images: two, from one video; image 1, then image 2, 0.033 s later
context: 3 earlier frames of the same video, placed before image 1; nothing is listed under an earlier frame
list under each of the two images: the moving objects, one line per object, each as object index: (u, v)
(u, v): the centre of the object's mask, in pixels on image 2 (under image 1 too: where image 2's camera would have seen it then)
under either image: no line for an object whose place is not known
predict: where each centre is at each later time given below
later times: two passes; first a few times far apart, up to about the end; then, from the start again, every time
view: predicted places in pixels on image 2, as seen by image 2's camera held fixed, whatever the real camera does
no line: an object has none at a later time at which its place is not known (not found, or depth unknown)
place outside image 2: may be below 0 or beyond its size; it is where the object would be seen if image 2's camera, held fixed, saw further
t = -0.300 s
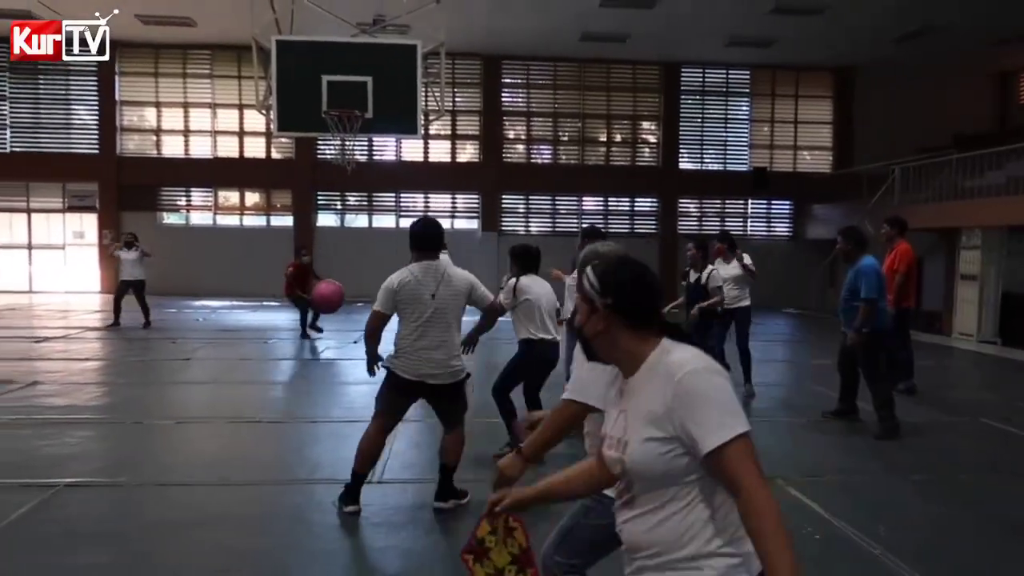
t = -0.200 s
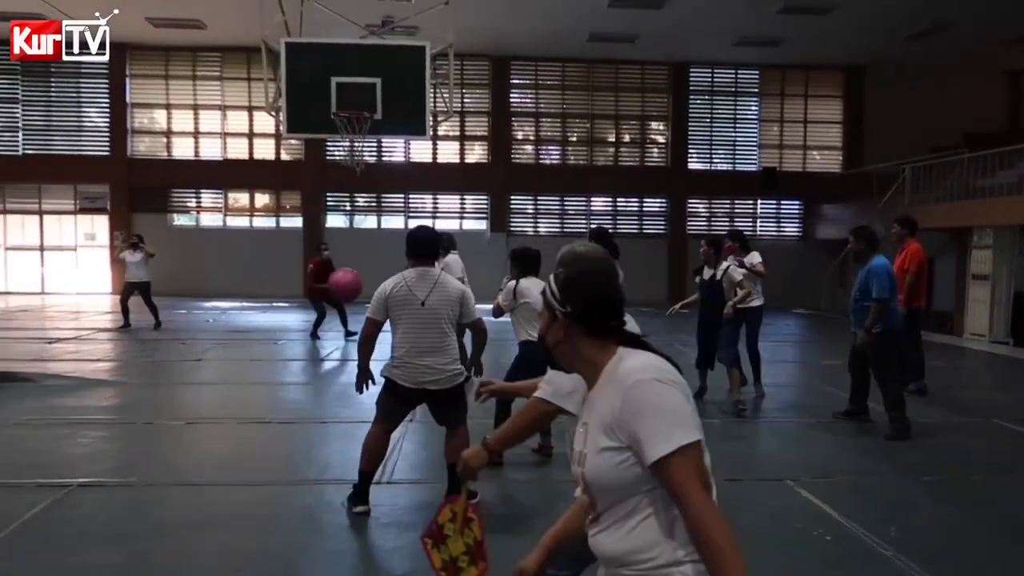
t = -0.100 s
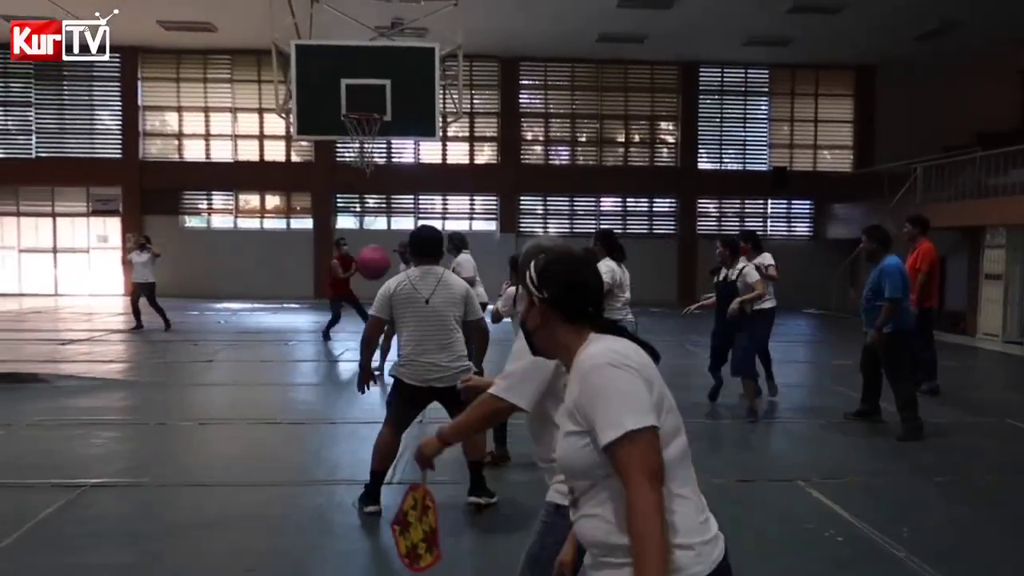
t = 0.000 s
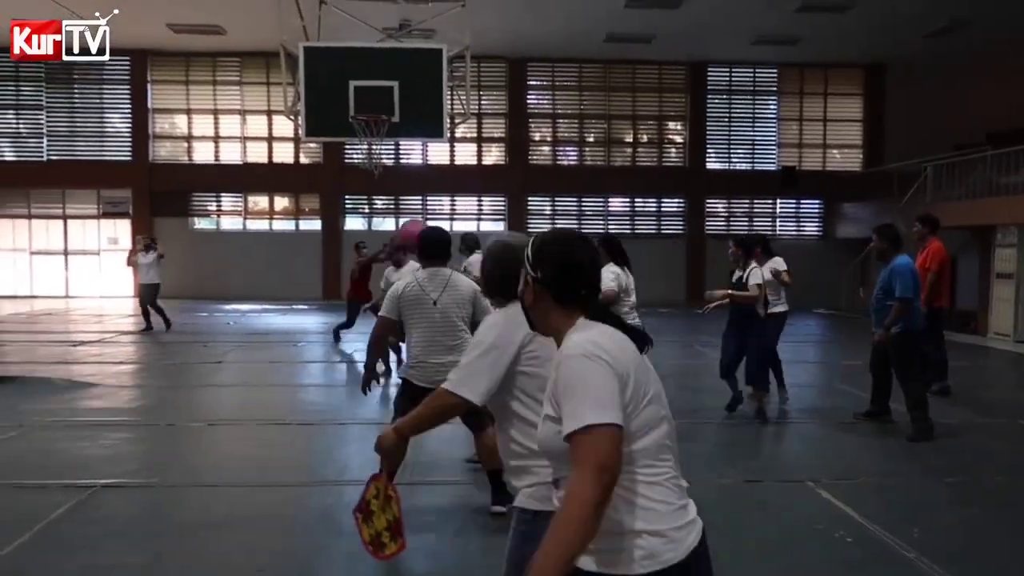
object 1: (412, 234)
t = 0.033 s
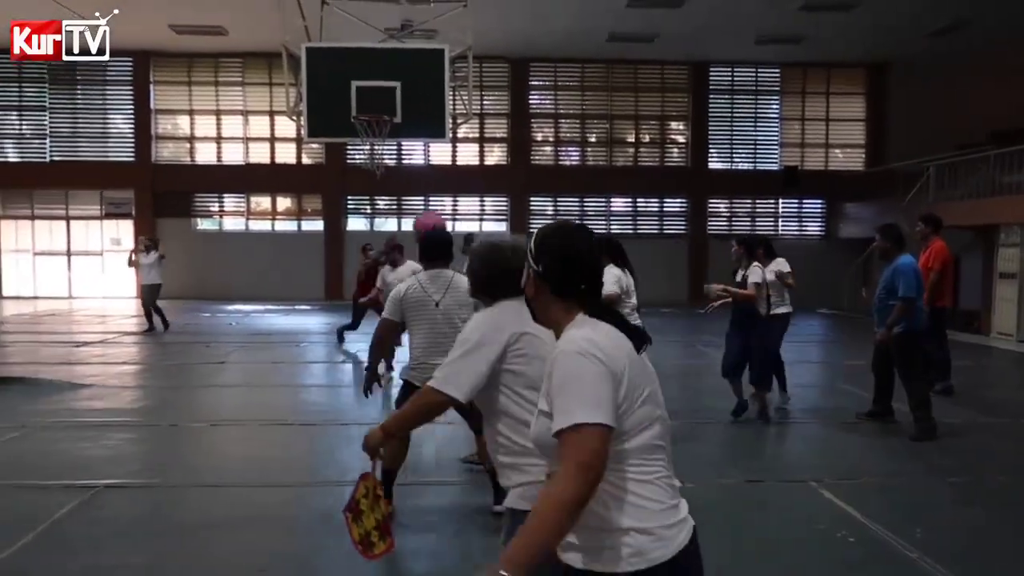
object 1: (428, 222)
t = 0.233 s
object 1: (506, 193)
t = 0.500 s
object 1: (614, 182)
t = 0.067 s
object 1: (443, 219)
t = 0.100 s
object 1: (454, 214)
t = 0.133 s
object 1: (467, 208)
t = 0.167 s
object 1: (480, 202)
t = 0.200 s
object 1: (493, 197)
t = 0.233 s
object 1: (506, 193)
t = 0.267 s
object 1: (518, 187)
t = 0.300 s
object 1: (532, 185)
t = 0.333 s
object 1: (544, 184)
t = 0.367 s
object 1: (558, 181)
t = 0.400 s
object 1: (571, 180)
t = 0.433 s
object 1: (585, 181)
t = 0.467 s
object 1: (600, 182)
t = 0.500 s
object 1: (614, 182)
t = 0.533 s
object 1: (629, 184)
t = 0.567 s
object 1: (646, 187)
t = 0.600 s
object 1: (659, 191)
